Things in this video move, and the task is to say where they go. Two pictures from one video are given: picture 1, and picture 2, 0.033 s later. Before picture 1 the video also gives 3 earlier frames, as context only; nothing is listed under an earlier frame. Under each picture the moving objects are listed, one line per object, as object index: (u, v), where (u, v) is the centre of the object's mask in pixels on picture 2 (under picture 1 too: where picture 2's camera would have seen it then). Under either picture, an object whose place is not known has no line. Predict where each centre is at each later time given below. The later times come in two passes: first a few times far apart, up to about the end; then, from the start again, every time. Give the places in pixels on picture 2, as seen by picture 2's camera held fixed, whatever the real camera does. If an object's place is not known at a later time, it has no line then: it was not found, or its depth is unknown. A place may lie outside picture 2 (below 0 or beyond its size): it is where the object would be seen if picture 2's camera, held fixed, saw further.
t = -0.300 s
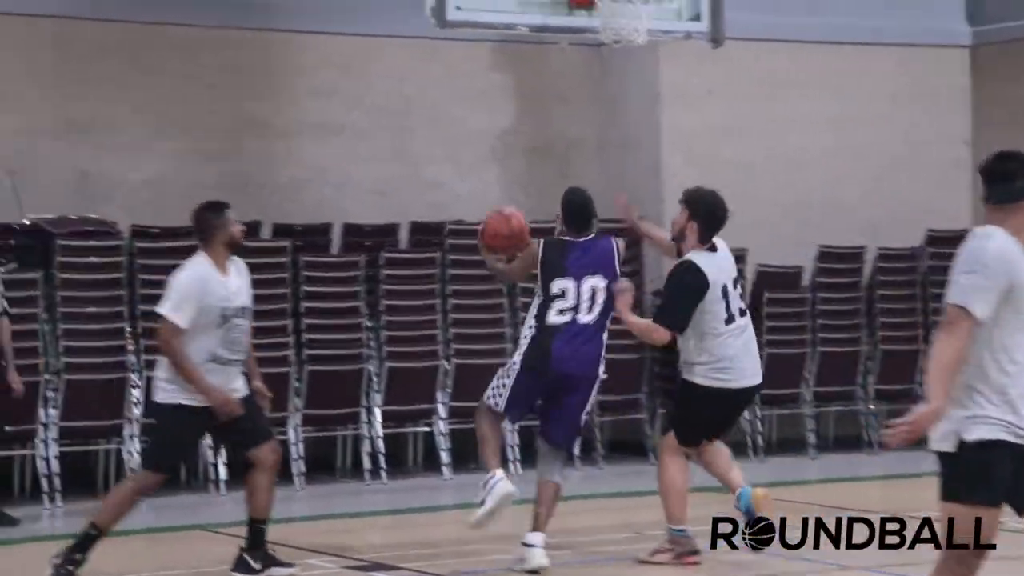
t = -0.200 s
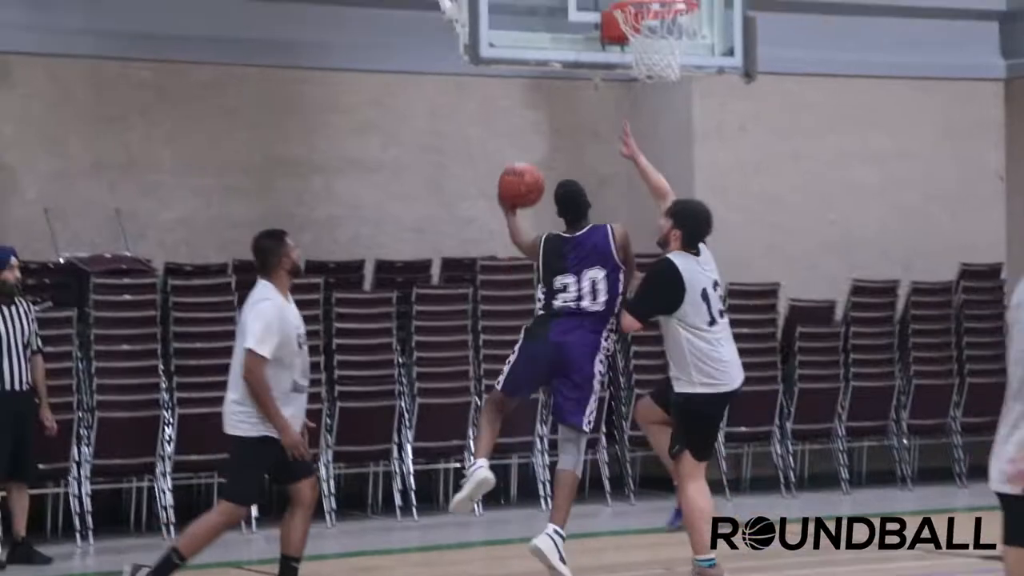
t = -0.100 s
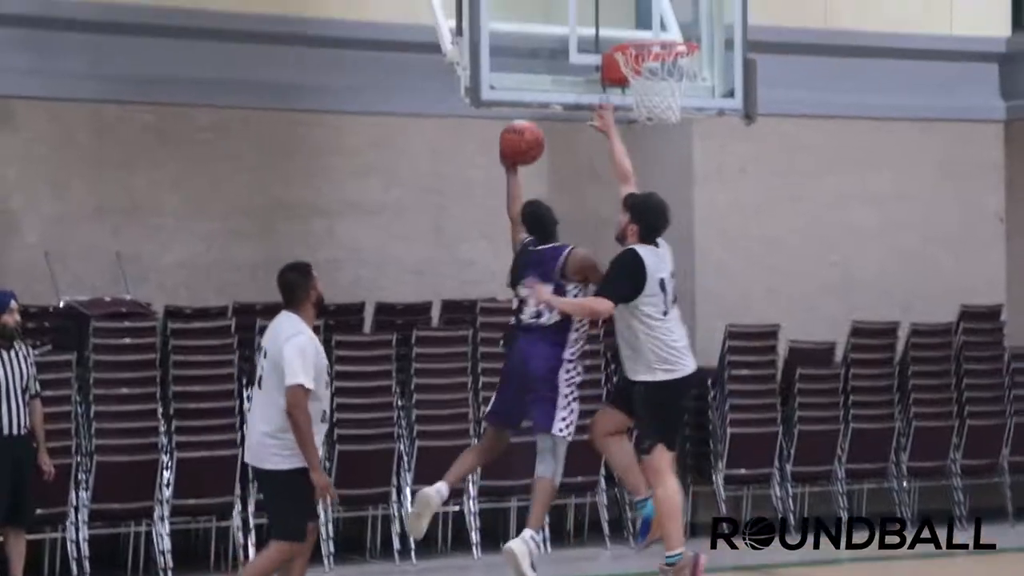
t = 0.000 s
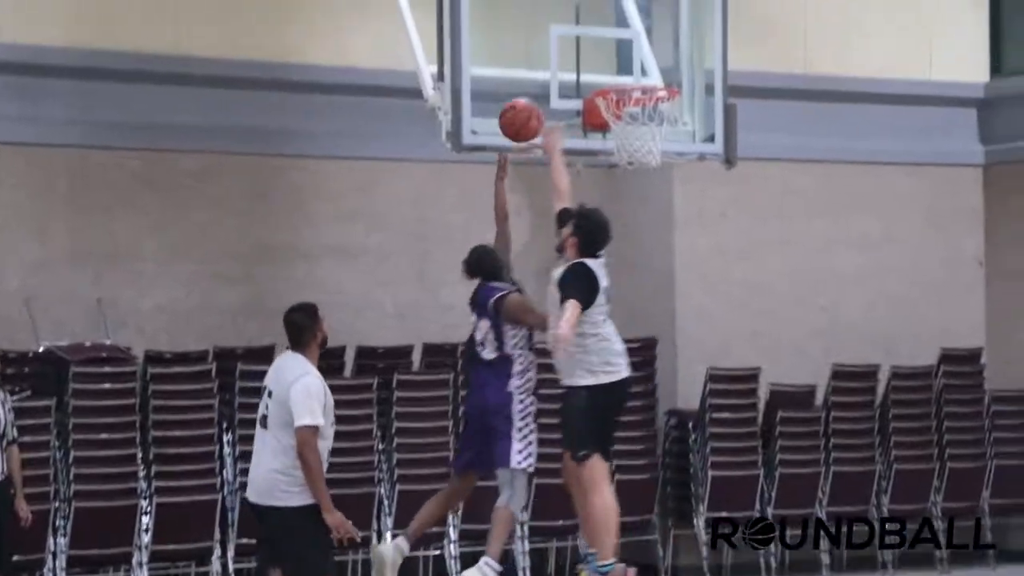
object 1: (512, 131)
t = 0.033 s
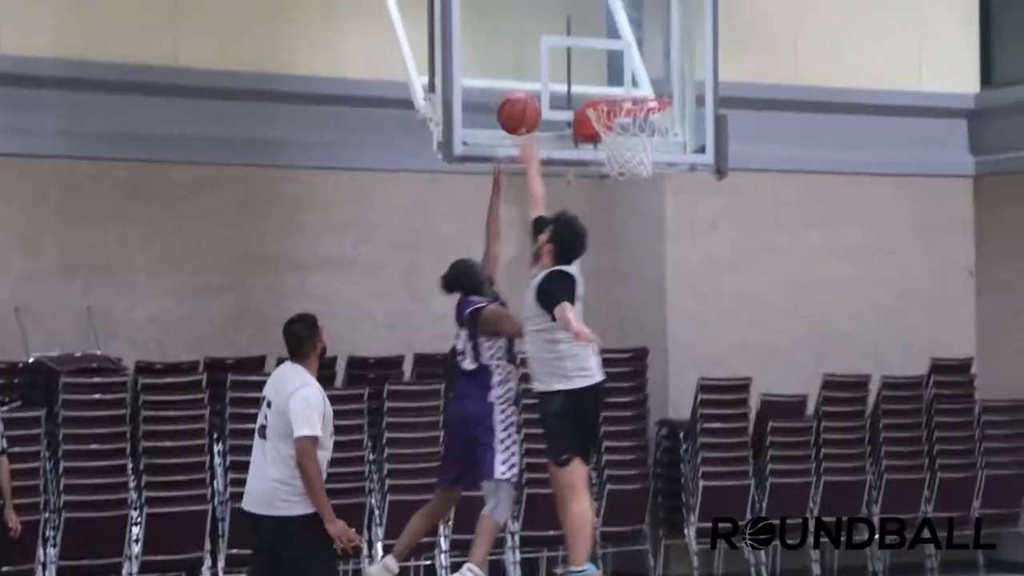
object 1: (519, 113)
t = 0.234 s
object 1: (558, 55)
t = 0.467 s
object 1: (621, 67)
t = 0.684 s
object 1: (608, 123)
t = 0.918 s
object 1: (603, 151)
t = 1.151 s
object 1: (638, 238)
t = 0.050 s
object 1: (522, 106)
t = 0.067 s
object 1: (525, 99)
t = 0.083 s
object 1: (529, 93)
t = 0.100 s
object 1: (532, 86)
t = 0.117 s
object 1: (535, 80)
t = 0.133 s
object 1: (538, 75)
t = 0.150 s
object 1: (541, 71)
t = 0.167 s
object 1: (545, 67)
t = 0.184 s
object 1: (547, 63)
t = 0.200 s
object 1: (551, 60)
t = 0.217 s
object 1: (554, 58)
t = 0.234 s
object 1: (558, 55)
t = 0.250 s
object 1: (562, 53)
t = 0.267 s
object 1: (567, 51)
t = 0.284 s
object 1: (571, 50)
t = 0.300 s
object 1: (576, 49)
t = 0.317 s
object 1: (579, 49)
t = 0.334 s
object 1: (584, 49)
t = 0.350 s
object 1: (588, 49)
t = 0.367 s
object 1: (592, 50)
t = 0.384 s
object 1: (597, 52)
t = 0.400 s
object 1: (602, 54)
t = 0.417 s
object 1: (607, 57)
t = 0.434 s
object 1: (612, 60)
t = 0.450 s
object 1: (616, 63)
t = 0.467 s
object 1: (621, 67)
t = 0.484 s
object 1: (625, 72)
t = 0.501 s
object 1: (630, 77)
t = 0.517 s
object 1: (635, 82)
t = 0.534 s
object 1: (640, 85)
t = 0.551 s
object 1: (646, 89)
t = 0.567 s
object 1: (644, 91)
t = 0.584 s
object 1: (640, 91)
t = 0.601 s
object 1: (635, 93)
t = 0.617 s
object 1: (630, 106)
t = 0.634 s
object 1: (622, 110)
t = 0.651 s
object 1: (620, 116)
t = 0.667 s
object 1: (613, 121)
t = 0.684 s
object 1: (608, 123)
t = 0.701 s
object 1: (605, 125)
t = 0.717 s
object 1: (601, 128)
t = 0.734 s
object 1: (598, 130)
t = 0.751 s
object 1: (597, 132)
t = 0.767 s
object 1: (595, 132)
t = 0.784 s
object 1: (595, 133)
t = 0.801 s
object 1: (595, 134)
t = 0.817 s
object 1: (595, 136)
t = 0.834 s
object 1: (595, 137)
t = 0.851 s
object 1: (595, 138)
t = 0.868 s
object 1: (596, 140)
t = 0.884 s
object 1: (600, 145)
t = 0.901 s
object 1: (599, 147)
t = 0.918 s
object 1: (603, 151)
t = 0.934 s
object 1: (605, 155)
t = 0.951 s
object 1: (607, 159)
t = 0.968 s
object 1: (609, 162)
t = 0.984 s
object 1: (612, 170)
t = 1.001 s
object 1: (615, 176)
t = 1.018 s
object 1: (617, 184)
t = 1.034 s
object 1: (619, 188)
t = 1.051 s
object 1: (622, 191)
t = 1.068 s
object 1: (625, 196)
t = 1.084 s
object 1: (627, 203)
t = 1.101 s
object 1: (630, 211)
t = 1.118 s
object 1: (633, 219)
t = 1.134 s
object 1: (635, 228)
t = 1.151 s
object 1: (638, 238)
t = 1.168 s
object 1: (640, 248)
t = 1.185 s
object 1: (643, 258)
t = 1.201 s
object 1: (646, 268)
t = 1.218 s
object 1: (648, 279)
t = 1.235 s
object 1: (650, 291)
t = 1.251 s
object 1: (653, 303)
